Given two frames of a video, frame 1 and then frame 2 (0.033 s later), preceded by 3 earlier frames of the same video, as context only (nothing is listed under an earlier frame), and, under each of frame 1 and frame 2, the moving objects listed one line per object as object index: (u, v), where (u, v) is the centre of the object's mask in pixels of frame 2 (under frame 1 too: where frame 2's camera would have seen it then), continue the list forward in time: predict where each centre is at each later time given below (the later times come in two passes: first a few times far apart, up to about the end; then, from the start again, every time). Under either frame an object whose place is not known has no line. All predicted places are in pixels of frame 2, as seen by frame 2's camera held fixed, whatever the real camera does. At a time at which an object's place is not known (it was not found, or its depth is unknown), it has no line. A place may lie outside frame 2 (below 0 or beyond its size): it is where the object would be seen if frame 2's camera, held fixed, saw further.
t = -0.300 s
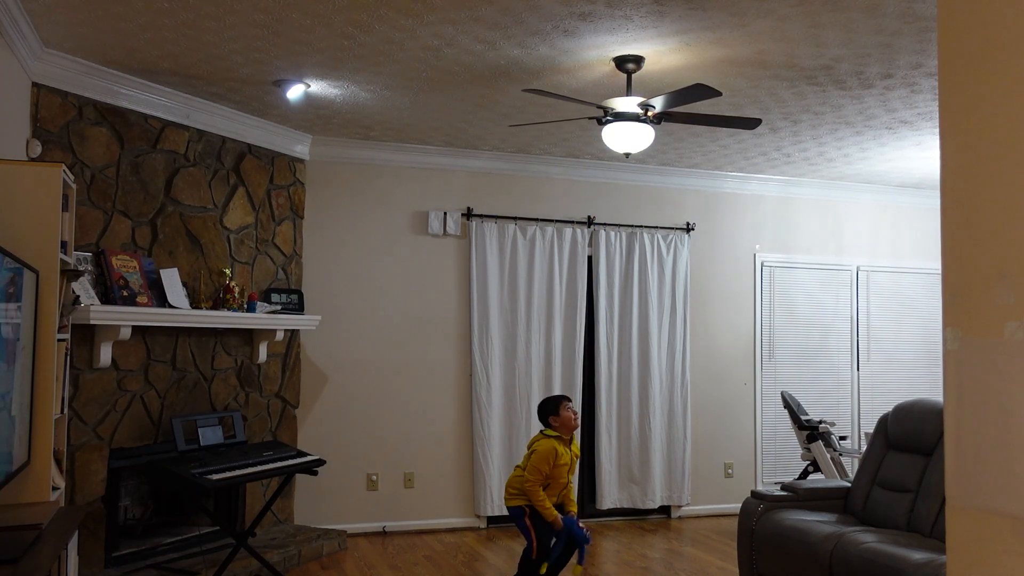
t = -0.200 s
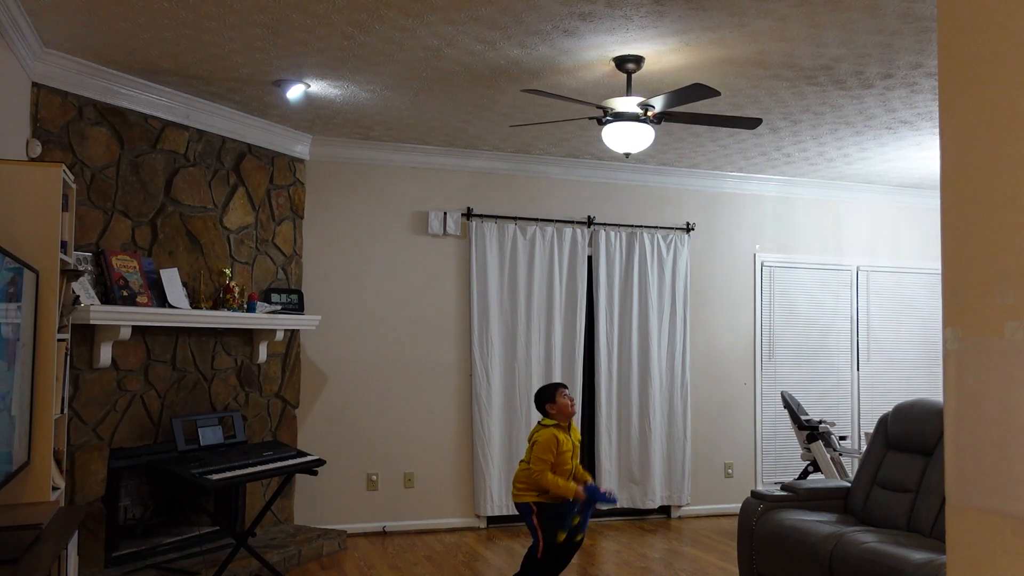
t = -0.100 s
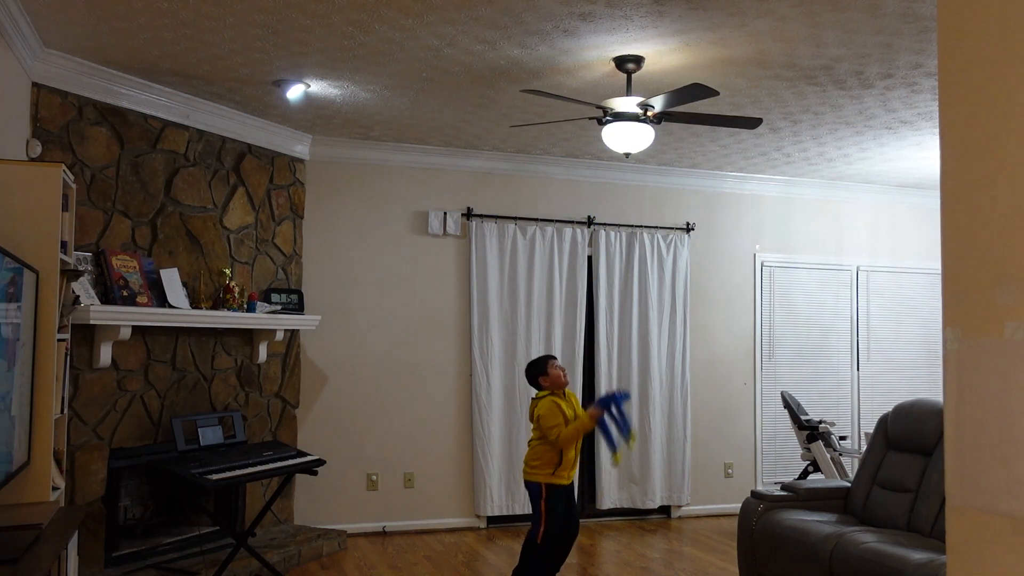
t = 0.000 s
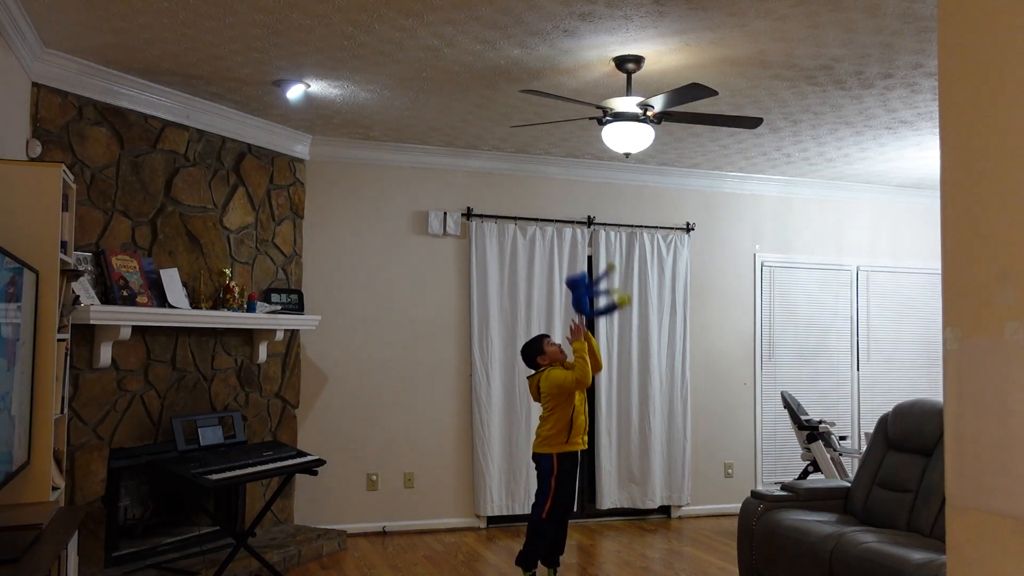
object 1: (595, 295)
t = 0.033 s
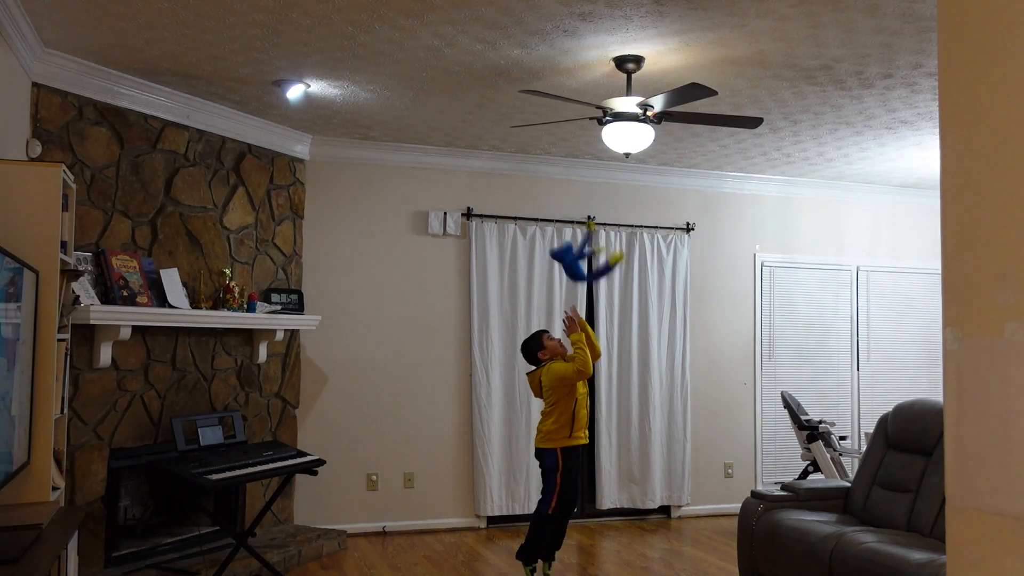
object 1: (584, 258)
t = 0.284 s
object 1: (520, 106)
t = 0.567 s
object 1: (482, 171)
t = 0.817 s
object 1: (453, 324)
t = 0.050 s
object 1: (579, 242)
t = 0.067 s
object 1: (574, 226)
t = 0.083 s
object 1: (569, 209)
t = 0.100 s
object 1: (565, 202)
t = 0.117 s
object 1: (561, 188)
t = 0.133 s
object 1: (556, 174)
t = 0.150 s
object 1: (551, 163)
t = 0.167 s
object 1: (546, 154)
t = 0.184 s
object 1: (541, 145)
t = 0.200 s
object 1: (535, 137)
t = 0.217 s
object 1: (534, 128)
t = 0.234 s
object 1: (529, 122)
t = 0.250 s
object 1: (523, 118)
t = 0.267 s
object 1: (519, 114)
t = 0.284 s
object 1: (520, 106)
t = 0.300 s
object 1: (513, 104)
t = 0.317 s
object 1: (510, 105)
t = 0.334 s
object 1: (507, 106)
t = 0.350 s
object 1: (507, 107)
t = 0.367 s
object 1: (505, 110)
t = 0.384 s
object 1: (505, 113)
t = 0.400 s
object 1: (505, 116)
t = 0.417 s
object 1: (502, 120)
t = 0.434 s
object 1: (499, 125)
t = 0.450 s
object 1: (496, 130)
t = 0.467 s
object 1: (494, 135)
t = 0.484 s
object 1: (491, 140)
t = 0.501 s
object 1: (489, 145)
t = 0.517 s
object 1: (488, 151)
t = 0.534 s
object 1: (486, 157)
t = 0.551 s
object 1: (484, 164)
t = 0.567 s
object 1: (482, 171)
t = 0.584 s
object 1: (481, 178)
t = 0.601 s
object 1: (477, 186)
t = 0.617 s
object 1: (474, 195)
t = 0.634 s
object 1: (473, 203)
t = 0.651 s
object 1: (471, 212)
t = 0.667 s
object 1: (469, 222)
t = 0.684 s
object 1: (467, 232)
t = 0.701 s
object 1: (464, 243)
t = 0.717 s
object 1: (463, 253)
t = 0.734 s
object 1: (461, 264)
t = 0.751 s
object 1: (459, 276)
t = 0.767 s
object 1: (457, 287)
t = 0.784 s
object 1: (456, 299)
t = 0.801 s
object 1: (454, 311)
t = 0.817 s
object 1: (453, 324)
